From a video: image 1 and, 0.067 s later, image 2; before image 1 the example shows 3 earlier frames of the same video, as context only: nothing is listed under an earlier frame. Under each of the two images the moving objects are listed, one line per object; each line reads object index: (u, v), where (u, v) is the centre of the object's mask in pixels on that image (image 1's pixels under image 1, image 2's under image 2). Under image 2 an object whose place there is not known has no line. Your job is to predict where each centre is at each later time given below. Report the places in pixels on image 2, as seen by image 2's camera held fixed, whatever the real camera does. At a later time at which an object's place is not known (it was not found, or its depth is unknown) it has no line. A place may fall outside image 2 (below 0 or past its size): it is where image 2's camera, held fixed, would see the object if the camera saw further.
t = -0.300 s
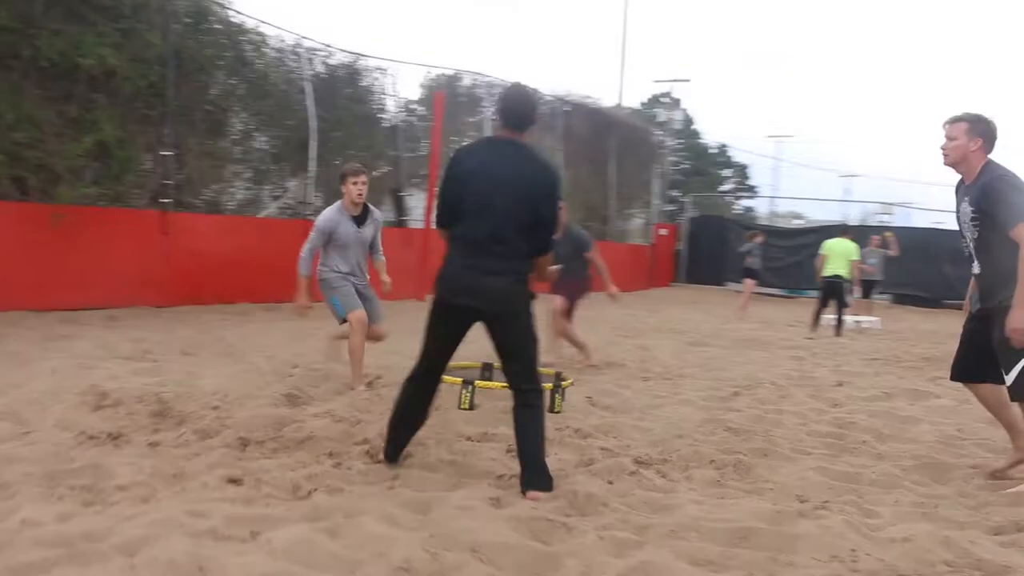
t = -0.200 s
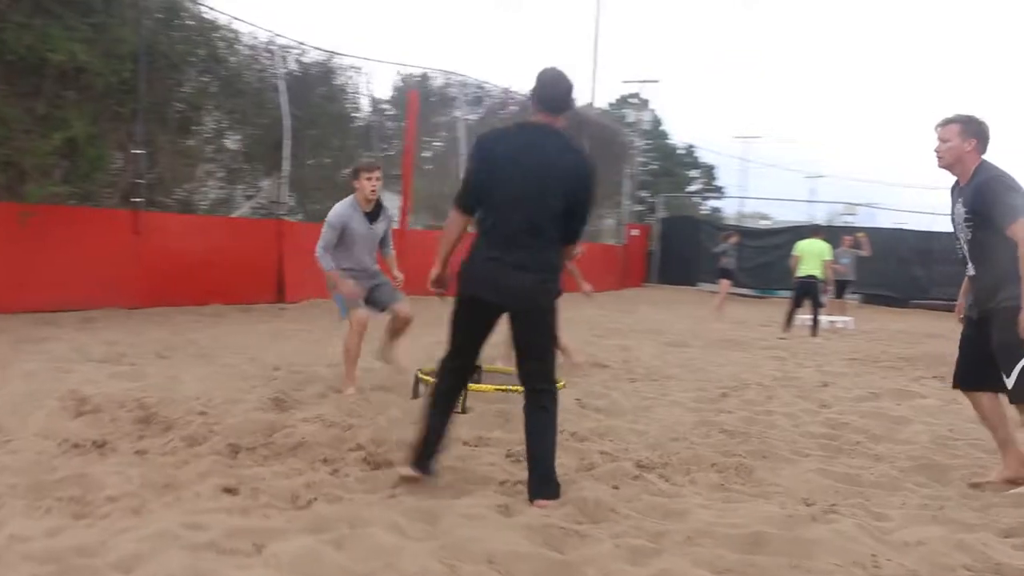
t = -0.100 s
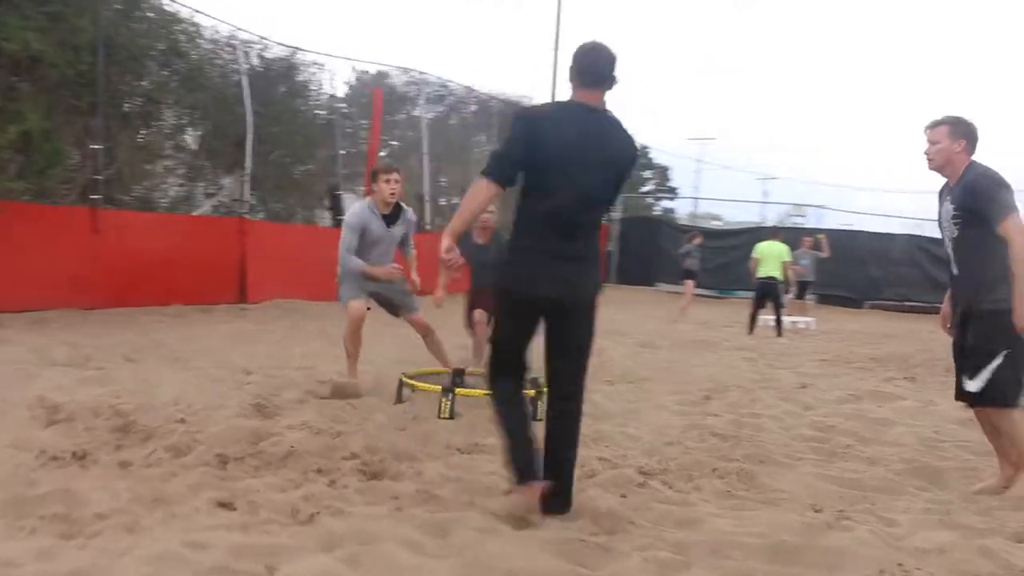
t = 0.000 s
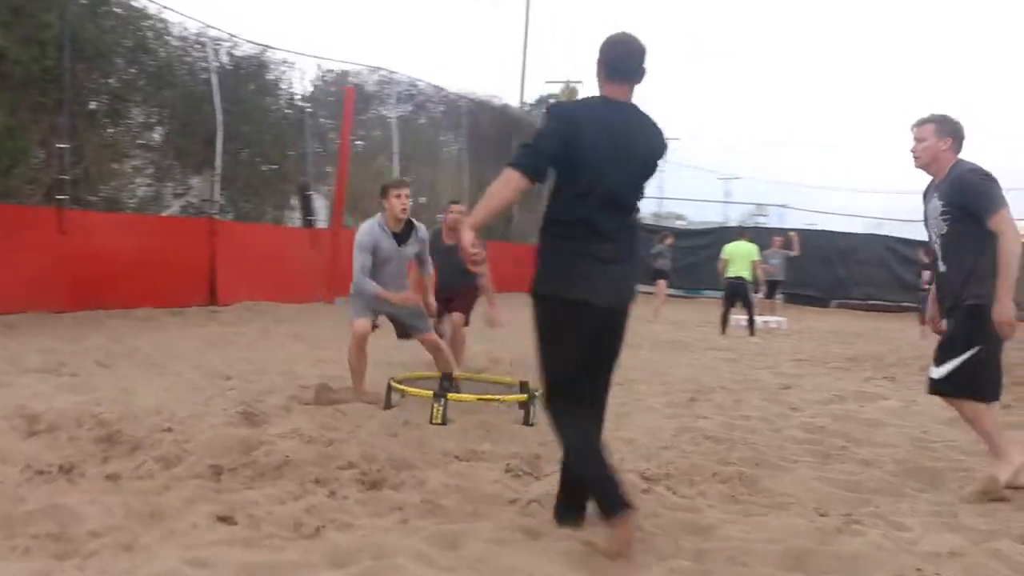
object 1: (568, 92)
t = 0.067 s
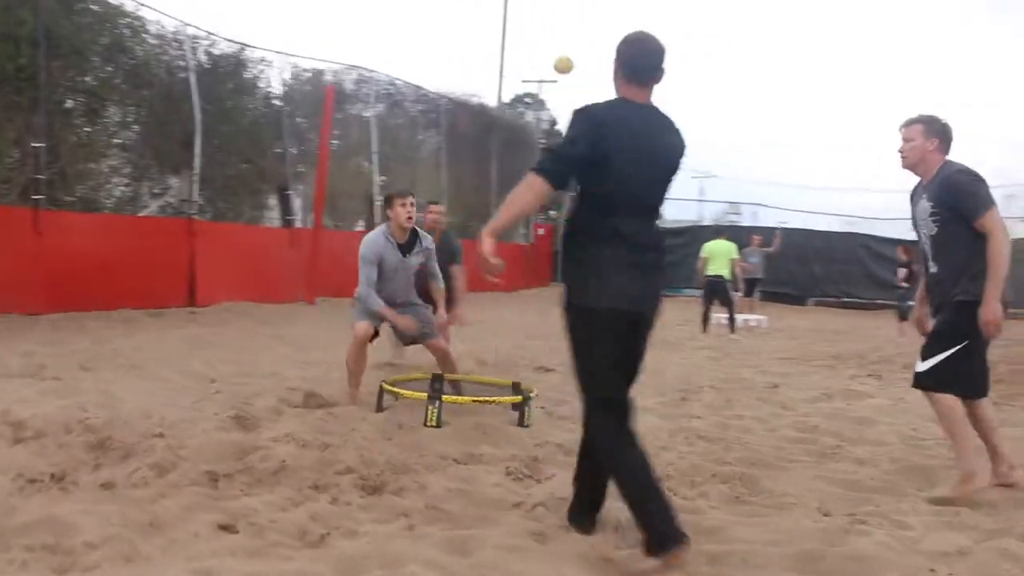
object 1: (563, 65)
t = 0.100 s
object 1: (570, 55)
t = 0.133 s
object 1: (577, 47)
